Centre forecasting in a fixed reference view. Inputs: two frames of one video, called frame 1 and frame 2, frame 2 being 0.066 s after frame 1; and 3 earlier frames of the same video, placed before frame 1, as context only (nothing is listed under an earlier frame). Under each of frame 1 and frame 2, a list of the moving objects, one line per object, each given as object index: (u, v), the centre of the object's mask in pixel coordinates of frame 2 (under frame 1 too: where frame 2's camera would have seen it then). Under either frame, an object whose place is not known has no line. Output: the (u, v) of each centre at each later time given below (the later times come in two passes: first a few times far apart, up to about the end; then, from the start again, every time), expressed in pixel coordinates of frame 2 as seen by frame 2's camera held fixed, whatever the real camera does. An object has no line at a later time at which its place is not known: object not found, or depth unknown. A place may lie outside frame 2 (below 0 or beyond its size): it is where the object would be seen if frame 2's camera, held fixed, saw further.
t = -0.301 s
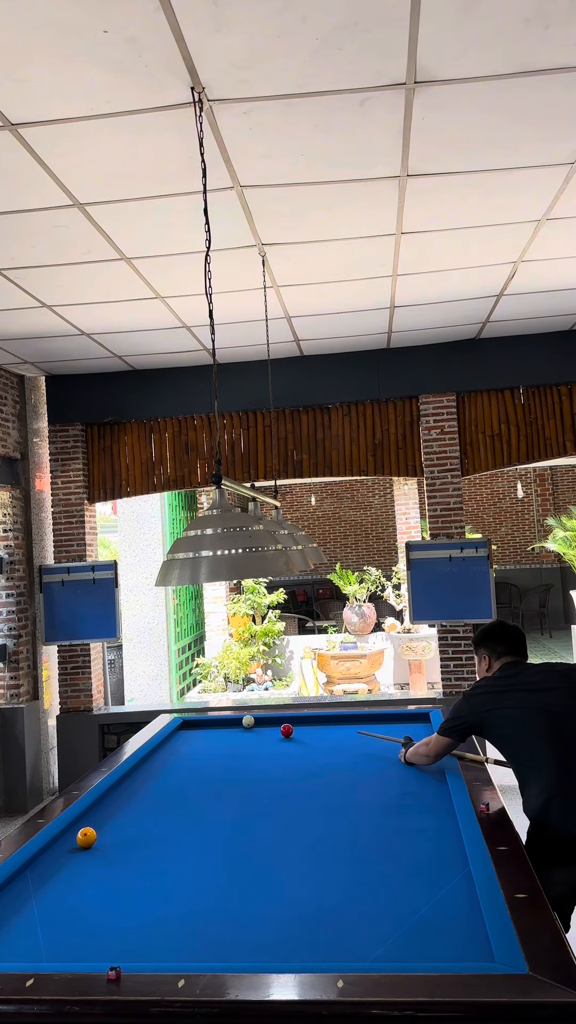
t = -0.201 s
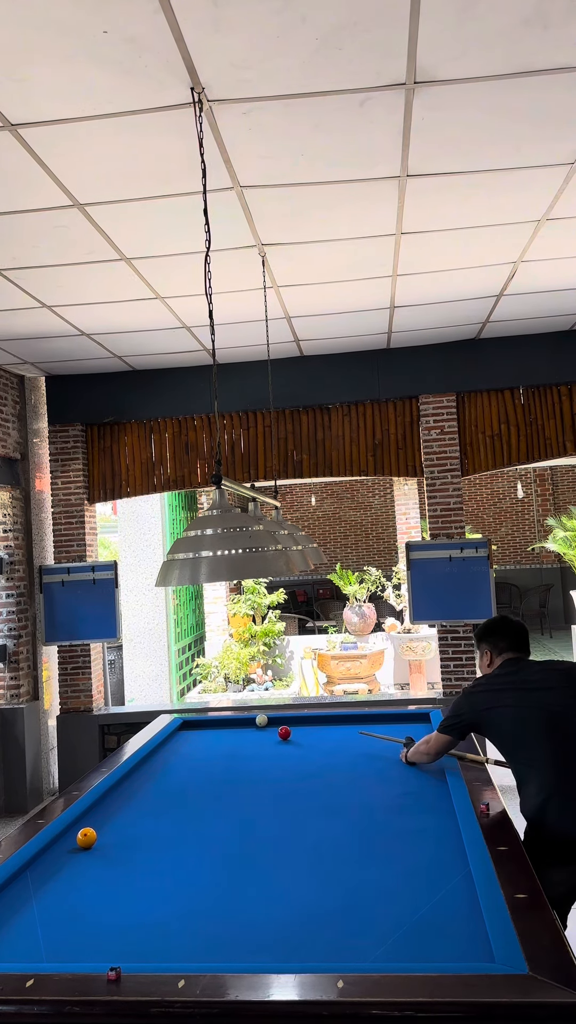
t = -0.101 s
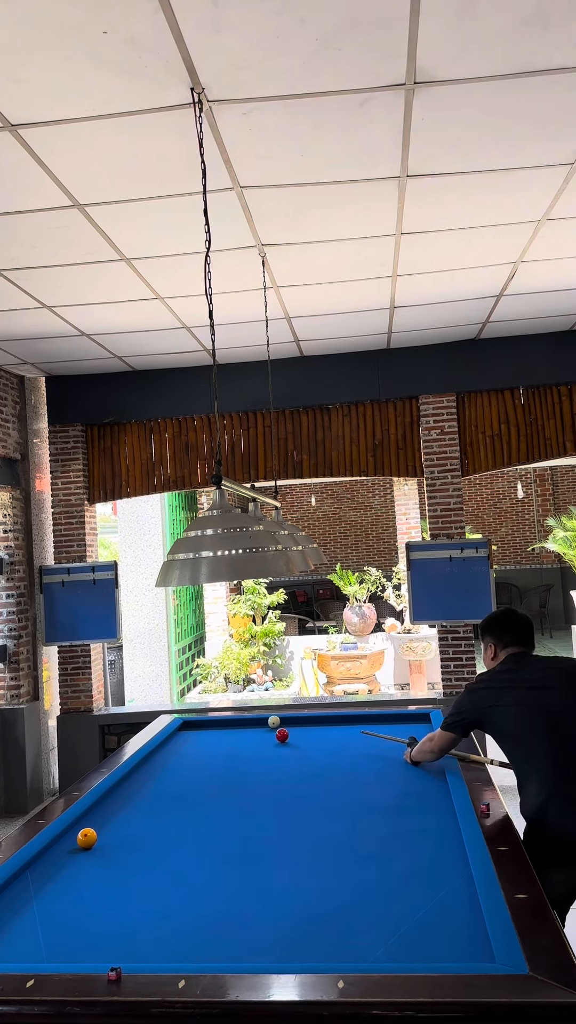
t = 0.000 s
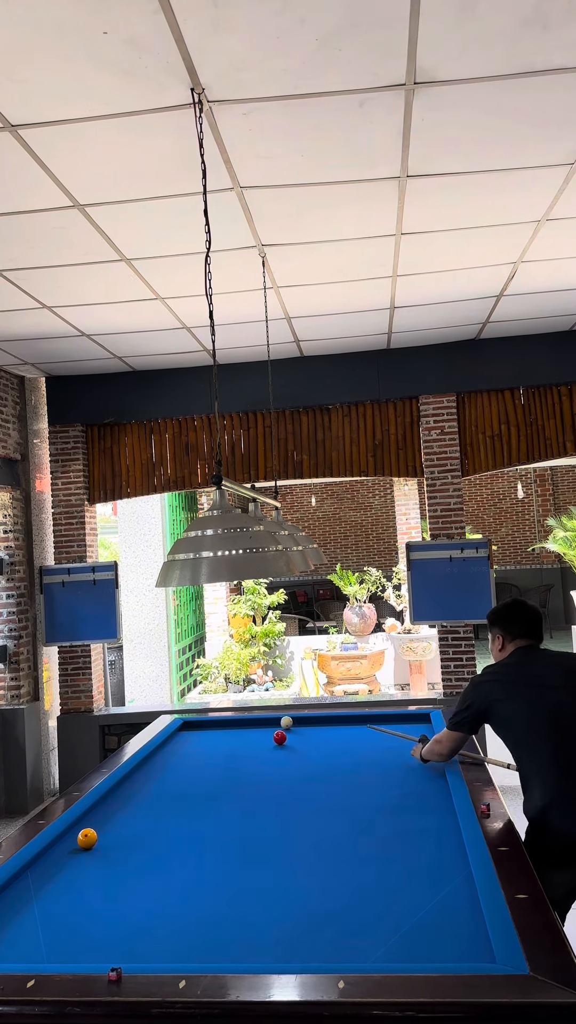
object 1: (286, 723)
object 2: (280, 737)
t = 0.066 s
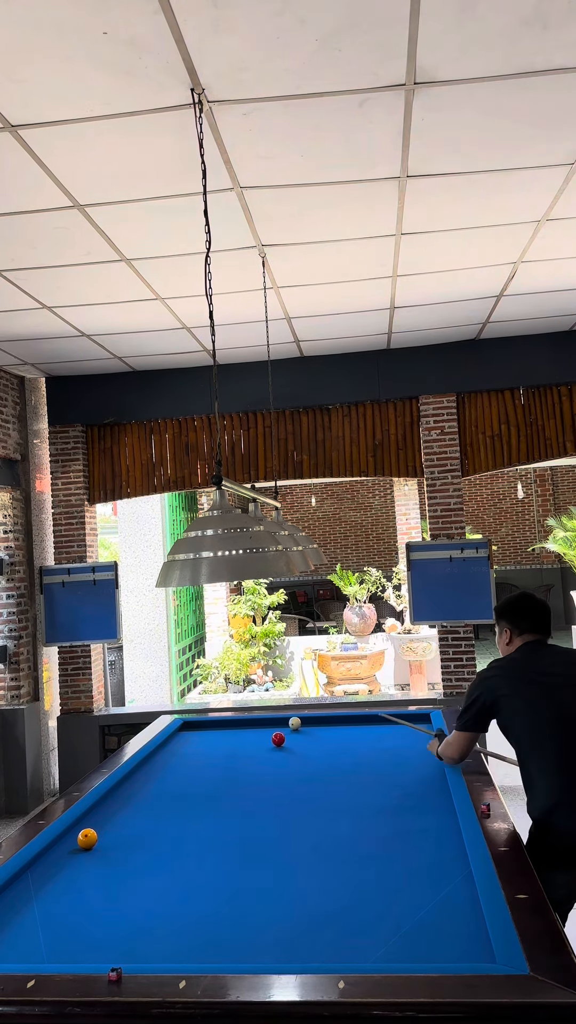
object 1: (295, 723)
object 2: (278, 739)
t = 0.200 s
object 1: (311, 724)
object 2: (275, 742)
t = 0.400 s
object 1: (337, 726)
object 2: (270, 746)
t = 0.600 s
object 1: (363, 727)
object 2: (264, 751)
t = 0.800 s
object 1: (389, 729)
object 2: (260, 755)
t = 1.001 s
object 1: (416, 731)
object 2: (254, 760)
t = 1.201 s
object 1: (419, 734)
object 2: (249, 764)
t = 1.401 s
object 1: (406, 737)
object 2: (244, 769)
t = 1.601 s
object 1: (393, 741)
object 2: (239, 774)
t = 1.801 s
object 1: (380, 745)
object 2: (234, 779)
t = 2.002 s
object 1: (367, 748)
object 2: (229, 784)
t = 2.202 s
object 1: (353, 752)
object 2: (223, 789)
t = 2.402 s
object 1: (340, 756)
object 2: (218, 794)
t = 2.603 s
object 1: (327, 759)
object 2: (213, 798)
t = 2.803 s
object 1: (314, 763)
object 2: (207, 803)
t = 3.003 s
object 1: (300, 767)
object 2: (202, 808)
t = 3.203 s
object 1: (287, 770)
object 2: (197, 813)
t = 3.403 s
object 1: (273, 774)
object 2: (191, 819)
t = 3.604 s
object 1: (260, 778)
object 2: (186, 824)
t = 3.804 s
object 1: (247, 782)
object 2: (180, 828)
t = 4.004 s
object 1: (235, 786)
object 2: (175, 833)
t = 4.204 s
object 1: (222, 789)
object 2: (170, 838)
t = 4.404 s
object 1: (210, 793)
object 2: (165, 842)
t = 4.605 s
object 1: (197, 797)
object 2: (160, 847)
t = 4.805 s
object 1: (185, 800)
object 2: (155, 851)
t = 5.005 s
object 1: (173, 804)
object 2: (151, 855)
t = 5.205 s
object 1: (161, 807)
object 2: (146, 859)
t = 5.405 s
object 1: (149, 810)
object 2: (142, 863)
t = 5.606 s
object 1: (138, 814)
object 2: (138, 866)
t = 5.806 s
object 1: (127, 817)
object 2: (135, 870)
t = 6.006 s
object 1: (117, 820)
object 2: (131, 873)
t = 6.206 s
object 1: (106, 823)
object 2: (128, 876)
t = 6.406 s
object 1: (97, 824)
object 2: (125, 878)
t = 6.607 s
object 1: (87, 825)
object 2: (122, 880)
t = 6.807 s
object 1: (76, 829)
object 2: (120, 883)
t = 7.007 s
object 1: (73, 832)
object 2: (117, 884)
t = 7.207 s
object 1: (74, 834)
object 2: (116, 886)
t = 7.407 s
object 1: (75, 835)
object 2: (114, 887)
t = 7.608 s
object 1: (75, 836)
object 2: (114, 888)
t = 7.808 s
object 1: (74, 836)
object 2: (114, 888)
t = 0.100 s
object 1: (299, 724)
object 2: (277, 740)
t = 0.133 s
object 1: (303, 724)
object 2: (276, 740)
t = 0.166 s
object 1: (307, 724)
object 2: (276, 741)
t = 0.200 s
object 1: (311, 724)
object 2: (275, 742)
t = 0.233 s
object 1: (316, 725)
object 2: (274, 743)
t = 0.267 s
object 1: (320, 725)
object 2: (273, 743)
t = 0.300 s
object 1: (324, 725)
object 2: (272, 744)
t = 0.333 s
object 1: (328, 725)
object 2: (271, 745)
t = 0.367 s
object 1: (333, 726)
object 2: (271, 745)
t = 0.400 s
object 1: (337, 726)
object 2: (270, 746)
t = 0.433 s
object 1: (341, 726)
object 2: (269, 747)
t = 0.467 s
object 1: (345, 726)
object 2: (268, 748)
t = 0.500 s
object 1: (350, 726)
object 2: (267, 748)
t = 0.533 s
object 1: (354, 727)
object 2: (266, 749)
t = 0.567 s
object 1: (358, 727)
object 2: (265, 750)
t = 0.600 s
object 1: (363, 727)
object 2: (264, 751)
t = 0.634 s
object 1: (367, 727)
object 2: (264, 751)
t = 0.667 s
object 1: (371, 728)
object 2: (263, 752)
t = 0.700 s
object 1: (376, 728)
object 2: (262, 753)
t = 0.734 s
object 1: (380, 729)
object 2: (261, 754)
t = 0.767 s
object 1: (384, 729)
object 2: (260, 754)
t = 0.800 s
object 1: (389, 729)
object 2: (260, 755)
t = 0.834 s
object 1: (393, 729)
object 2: (259, 756)
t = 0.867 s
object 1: (398, 730)
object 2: (258, 757)
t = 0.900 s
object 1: (402, 730)
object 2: (257, 757)
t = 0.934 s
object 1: (407, 730)
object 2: (256, 758)
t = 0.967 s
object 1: (411, 730)
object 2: (255, 759)
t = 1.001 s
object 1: (416, 731)
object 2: (254, 760)
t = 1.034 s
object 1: (420, 731)
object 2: (254, 761)
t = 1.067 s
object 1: (425, 731)
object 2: (253, 761)
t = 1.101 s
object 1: (428, 732)
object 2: (252, 762)
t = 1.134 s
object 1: (424, 732)
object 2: (251, 763)
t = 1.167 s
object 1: (421, 733)
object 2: (250, 764)
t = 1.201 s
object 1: (419, 734)
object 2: (249, 764)
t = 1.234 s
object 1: (417, 734)
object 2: (248, 765)
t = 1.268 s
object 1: (415, 735)
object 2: (248, 766)
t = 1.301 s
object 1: (412, 736)
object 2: (247, 767)
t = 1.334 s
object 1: (410, 736)
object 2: (246, 768)
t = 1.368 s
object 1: (408, 737)
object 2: (245, 769)
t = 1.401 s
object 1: (406, 737)
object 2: (244, 769)
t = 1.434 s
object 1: (404, 738)
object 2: (243, 770)
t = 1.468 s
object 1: (402, 739)
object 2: (243, 771)
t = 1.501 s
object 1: (399, 739)
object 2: (242, 772)
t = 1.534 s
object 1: (397, 740)
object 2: (241, 773)
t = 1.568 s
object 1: (395, 740)
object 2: (240, 773)
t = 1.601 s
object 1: (393, 741)
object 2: (239, 774)
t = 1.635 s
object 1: (391, 741)
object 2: (238, 775)
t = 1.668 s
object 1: (388, 742)
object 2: (237, 776)
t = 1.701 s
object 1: (386, 743)
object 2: (236, 777)
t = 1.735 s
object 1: (384, 743)
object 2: (236, 777)
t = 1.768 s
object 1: (382, 744)
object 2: (235, 778)
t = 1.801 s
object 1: (380, 745)
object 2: (234, 779)
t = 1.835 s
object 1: (377, 745)
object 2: (233, 780)
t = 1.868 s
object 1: (375, 746)
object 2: (232, 781)
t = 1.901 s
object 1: (373, 746)
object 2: (231, 781)
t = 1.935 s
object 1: (371, 747)
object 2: (230, 782)
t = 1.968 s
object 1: (369, 748)
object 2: (230, 783)
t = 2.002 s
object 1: (367, 748)
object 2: (229, 784)
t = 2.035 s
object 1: (364, 749)
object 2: (228, 785)
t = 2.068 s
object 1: (362, 749)
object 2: (227, 785)
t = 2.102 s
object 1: (360, 750)
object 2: (226, 786)
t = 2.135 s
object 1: (358, 751)
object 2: (225, 787)
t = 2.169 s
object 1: (355, 751)
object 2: (224, 788)
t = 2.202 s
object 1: (353, 752)
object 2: (223, 789)
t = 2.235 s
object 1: (351, 752)
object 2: (222, 790)
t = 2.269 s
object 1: (349, 753)
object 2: (221, 790)
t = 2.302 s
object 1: (347, 754)
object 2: (221, 791)
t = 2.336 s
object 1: (344, 754)
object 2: (220, 792)
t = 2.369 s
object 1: (342, 755)
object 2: (219, 793)
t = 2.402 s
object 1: (340, 756)
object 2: (218, 794)
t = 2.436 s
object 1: (338, 756)
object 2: (217, 795)
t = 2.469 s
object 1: (336, 757)
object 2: (216, 795)
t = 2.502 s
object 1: (333, 758)
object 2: (215, 796)
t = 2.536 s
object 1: (331, 758)
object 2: (214, 797)
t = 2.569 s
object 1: (329, 759)
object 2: (214, 798)
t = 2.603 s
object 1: (327, 759)
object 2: (213, 798)
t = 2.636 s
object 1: (325, 760)
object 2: (212, 799)
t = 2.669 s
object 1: (323, 761)
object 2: (211, 800)
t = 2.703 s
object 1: (320, 761)
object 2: (210, 801)
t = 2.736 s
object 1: (318, 762)
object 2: (209, 802)
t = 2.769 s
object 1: (316, 763)
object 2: (208, 803)
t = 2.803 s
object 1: (314, 763)
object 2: (207, 803)
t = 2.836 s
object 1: (312, 764)
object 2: (207, 804)
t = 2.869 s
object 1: (309, 764)
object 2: (206, 805)
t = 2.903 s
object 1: (307, 765)
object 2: (205, 806)
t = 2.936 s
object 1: (305, 765)
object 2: (204, 807)
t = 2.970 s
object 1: (303, 766)
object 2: (203, 808)
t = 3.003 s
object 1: (300, 767)
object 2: (202, 808)
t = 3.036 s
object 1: (298, 767)
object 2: (201, 809)
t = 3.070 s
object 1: (296, 768)
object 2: (200, 810)
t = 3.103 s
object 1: (294, 769)
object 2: (199, 811)
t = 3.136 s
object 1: (292, 769)
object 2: (199, 812)
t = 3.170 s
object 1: (289, 770)
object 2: (198, 813)
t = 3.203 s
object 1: (287, 770)
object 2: (197, 813)
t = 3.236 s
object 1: (285, 771)
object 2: (196, 814)
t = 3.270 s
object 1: (282, 772)
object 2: (195, 815)
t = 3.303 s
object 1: (280, 773)
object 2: (194, 816)
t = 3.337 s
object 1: (278, 773)
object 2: (193, 817)
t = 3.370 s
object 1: (275, 774)
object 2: (192, 818)
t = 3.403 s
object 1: (273, 774)
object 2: (191, 819)
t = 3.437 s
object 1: (271, 775)
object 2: (190, 820)
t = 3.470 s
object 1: (269, 776)
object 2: (189, 820)
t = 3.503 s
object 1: (267, 776)
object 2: (188, 821)
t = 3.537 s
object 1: (265, 777)
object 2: (187, 822)
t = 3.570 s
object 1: (263, 778)
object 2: (187, 823)
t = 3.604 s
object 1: (260, 778)
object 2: (186, 824)
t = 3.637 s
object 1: (258, 779)
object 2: (185, 824)
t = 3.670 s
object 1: (256, 779)
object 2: (184, 825)
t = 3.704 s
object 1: (254, 780)
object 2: (183, 826)
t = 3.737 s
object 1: (252, 781)
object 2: (182, 827)
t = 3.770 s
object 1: (250, 781)
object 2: (181, 827)
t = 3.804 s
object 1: (247, 782)
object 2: (180, 828)
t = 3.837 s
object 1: (245, 783)
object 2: (179, 829)
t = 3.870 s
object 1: (243, 783)
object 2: (178, 830)
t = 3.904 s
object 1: (241, 784)
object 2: (178, 831)
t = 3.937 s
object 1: (239, 784)
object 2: (177, 831)
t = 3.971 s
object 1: (237, 785)
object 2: (176, 832)
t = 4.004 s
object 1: (235, 786)
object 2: (175, 833)
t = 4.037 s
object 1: (232, 786)
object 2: (174, 834)
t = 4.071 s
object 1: (230, 787)
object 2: (173, 835)
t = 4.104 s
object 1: (228, 787)
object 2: (173, 835)
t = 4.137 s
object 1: (226, 788)
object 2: (172, 836)
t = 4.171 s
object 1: (224, 789)
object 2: (171, 837)
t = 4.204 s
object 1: (222, 789)
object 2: (170, 838)
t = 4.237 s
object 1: (220, 790)
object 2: (169, 839)
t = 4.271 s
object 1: (218, 790)
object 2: (168, 839)
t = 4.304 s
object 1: (216, 791)
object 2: (167, 840)
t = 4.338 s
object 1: (214, 792)
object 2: (166, 841)
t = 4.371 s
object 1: (212, 792)
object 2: (166, 842)
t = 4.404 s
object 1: (210, 793)
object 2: (165, 842)
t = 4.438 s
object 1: (207, 794)
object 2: (164, 843)
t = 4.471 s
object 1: (205, 794)
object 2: (163, 844)
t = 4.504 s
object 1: (203, 795)
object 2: (162, 845)
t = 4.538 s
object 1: (201, 796)
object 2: (162, 845)
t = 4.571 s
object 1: (199, 796)
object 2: (161, 846)
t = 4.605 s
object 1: (197, 797)
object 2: (160, 847)
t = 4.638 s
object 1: (195, 797)
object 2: (159, 848)
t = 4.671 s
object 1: (193, 798)
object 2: (158, 848)
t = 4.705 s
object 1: (191, 798)
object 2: (158, 849)
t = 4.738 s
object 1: (189, 799)
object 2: (157, 850)
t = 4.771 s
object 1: (187, 799)
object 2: (156, 850)
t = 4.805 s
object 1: (185, 800)
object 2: (155, 851)
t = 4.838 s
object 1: (183, 801)
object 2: (154, 852)
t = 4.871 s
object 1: (181, 801)
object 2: (154, 853)
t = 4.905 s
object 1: (179, 802)
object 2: (153, 853)
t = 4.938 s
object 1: (177, 803)
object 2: (152, 854)
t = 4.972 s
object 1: (175, 803)
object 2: (151, 855)
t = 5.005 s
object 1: (173, 804)
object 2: (151, 855)
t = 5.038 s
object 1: (171, 804)
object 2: (150, 856)
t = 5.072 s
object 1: (169, 805)
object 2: (149, 857)
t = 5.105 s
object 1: (167, 805)
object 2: (148, 857)
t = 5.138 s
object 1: (165, 806)
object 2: (148, 858)
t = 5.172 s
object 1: (163, 807)
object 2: (147, 858)
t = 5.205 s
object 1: (161, 807)
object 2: (146, 859)
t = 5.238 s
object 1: (159, 808)
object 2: (145, 860)
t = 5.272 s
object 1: (157, 808)
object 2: (145, 860)
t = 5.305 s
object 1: (155, 809)
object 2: (144, 861)
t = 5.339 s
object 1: (153, 809)
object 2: (143, 862)
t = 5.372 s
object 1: (151, 810)
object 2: (143, 862)
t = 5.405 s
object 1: (149, 810)
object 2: (142, 863)
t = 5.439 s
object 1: (147, 811)
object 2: (141, 864)
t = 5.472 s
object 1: (146, 811)
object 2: (141, 864)
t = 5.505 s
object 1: (144, 812)
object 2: (140, 865)
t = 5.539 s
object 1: (142, 812)
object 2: (139, 865)
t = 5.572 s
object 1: (140, 813)
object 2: (139, 866)
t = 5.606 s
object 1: (138, 814)
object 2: (138, 866)
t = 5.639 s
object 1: (136, 814)
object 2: (138, 867)
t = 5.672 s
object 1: (135, 815)
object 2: (137, 868)
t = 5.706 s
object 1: (133, 815)
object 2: (136, 868)
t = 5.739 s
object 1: (131, 816)
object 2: (136, 869)
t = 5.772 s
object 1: (129, 816)
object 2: (135, 869)
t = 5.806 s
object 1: (127, 817)
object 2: (135, 870)
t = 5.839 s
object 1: (125, 817)
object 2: (134, 870)
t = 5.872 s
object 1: (124, 818)
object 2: (133, 871)
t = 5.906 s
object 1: (122, 818)
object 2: (133, 871)
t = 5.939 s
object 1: (120, 819)
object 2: (132, 872)
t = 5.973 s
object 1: (118, 819)
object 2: (132, 872)
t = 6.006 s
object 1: (117, 820)
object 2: (131, 873)
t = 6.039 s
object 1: (115, 820)
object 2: (130, 873)
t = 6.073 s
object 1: (113, 821)
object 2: (130, 874)
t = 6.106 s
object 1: (111, 821)
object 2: (129, 874)
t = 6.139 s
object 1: (110, 822)
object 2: (129, 875)
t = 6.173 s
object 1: (108, 822)
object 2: (128, 875)
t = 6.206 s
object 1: (106, 823)
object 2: (128, 876)
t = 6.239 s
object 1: (104, 823)
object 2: (127, 876)
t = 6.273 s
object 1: (103, 824)
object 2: (127, 877)
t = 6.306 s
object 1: (101, 824)
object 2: (126, 877)
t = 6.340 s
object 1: (100, 824)
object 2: (126, 878)
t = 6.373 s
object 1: (99, 824)
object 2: (125, 878)
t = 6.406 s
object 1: (97, 824)
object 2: (125, 878)
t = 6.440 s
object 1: (96, 824)
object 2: (124, 879)
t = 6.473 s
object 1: (94, 824)
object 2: (124, 879)
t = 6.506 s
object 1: (93, 824)
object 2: (123, 879)
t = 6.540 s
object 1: (91, 824)
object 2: (123, 880)
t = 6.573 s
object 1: (89, 824)
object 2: (123, 880)
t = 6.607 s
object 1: (87, 825)
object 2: (122, 880)
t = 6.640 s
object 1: (85, 825)
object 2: (122, 881)
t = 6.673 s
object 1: (83, 826)
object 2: (121, 881)
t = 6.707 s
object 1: (81, 827)
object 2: (121, 882)
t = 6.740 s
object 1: (80, 827)
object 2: (121, 882)
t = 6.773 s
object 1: (78, 828)
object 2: (120, 882)
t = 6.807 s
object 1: (76, 829)
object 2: (120, 883)
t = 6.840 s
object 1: (75, 830)
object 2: (119, 883)
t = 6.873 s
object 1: (74, 831)
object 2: (119, 883)
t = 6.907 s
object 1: (73, 831)
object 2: (118, 883)
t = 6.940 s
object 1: (73, 831)
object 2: (118, 884)
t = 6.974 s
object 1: (73, 832)
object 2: (118, 884)
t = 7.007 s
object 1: (73, 832)
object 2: (117, 884)
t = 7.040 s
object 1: (74, 832)
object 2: (117, 885)
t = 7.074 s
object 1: (74, 833)
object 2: (117, 885)
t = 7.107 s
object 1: (74, 833)
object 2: (116, 885)
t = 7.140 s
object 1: (74, 833)
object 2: (116, 885)
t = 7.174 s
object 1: (74, 833)
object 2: (116, 886)
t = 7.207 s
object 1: (74, 834)
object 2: (116, 886)
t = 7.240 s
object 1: (74, 834)
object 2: (115, 886)
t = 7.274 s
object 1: (74, 834)
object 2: (115, 886)
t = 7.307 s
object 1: (75, 835)
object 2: (115, 887)
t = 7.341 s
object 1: (75, 835)
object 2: (115, 887)
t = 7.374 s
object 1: (75, 835)
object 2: (114, 887)
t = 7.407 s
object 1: (75, 835)
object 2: (114, 887)
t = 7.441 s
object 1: (75, 835)
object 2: (114, 887)
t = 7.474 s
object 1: (75, 835)
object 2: (114, 887)
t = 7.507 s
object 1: (75, 835)
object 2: (114, 887)
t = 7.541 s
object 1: (75, 836)
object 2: (114, 888)
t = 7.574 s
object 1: (75, 836)
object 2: (114, 888)
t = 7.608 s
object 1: (75, 836)
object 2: (114, 888)
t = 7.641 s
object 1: (75, 836)
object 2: (114, 888)
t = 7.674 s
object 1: (74, 836)
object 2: (114, 888)
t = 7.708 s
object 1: (74, 836)
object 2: (114, 888)
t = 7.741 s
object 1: (75, 836)
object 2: (114, 888)
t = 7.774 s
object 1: (74, 836)
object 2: (114, 888)
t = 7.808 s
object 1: (74, 836)
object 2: (114, 888)
